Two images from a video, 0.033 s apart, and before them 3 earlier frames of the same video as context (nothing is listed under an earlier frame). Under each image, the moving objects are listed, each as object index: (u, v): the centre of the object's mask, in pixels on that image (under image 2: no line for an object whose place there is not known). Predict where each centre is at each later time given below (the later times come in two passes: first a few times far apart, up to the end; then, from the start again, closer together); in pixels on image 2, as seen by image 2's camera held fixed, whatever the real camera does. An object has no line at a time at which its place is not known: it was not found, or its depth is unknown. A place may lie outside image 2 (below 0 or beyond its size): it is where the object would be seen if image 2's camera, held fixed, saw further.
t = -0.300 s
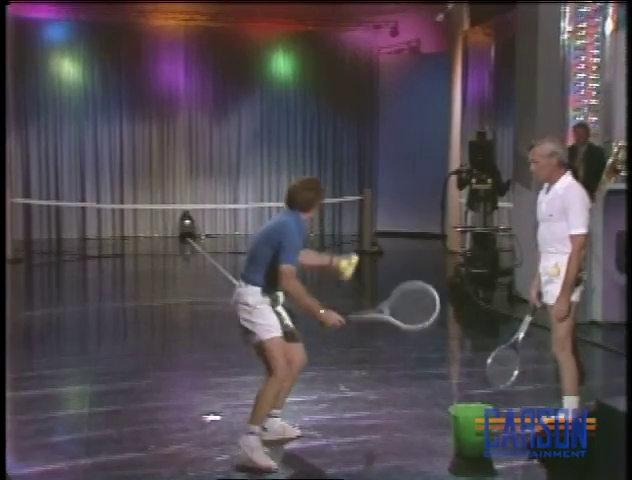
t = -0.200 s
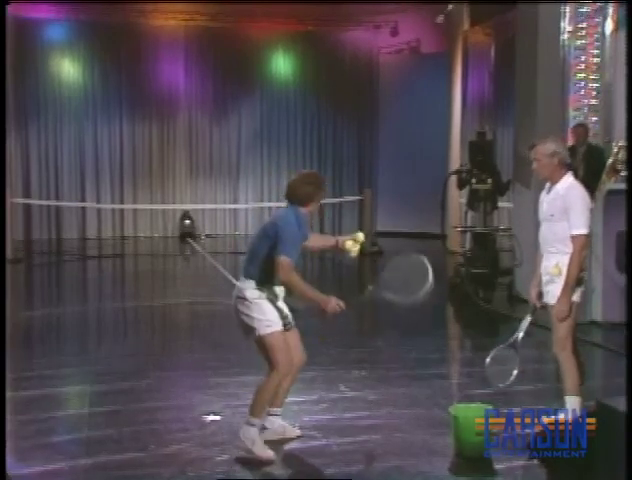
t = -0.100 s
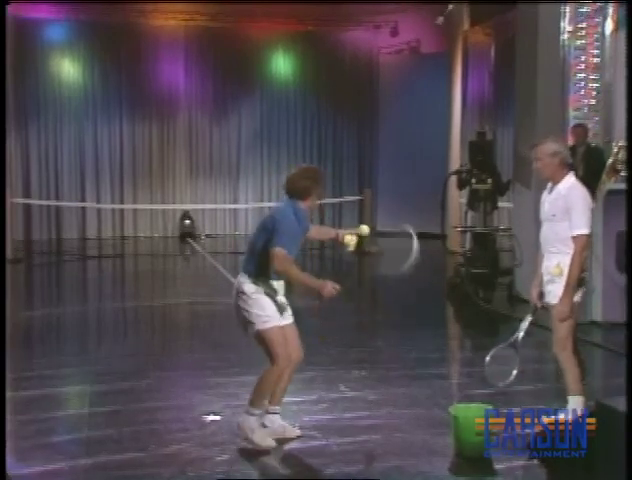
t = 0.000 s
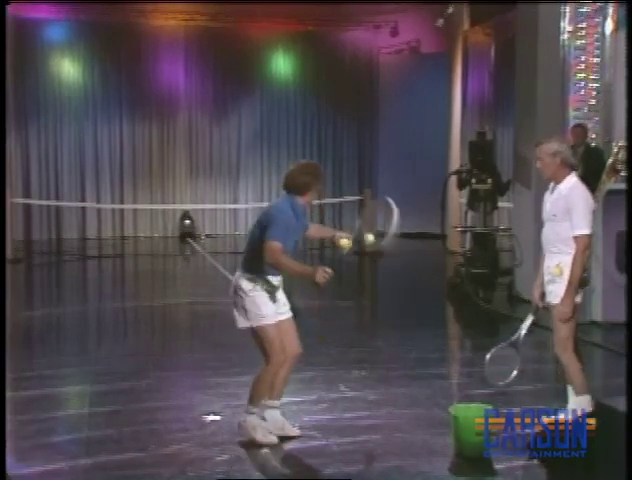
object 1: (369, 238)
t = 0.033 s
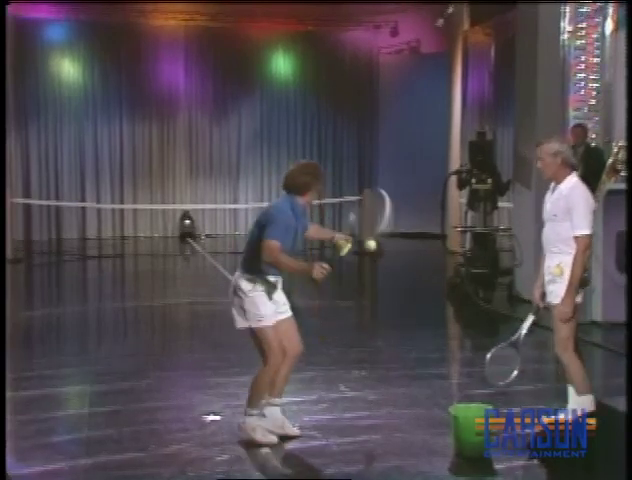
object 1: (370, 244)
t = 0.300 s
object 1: (384, 347)
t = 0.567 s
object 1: (394, 320)
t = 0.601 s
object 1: (395, 312)
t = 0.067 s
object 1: (372, 252)
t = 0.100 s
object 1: (374, 261)
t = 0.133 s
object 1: (376, 270)
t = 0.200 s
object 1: (379, 297)
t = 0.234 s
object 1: (380, 313)
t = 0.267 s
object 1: (381, 329)
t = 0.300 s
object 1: (384, 347)
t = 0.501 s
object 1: (391, 341)
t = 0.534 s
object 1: (392, 330)
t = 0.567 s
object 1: (394, 320)
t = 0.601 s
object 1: (395, 312)
